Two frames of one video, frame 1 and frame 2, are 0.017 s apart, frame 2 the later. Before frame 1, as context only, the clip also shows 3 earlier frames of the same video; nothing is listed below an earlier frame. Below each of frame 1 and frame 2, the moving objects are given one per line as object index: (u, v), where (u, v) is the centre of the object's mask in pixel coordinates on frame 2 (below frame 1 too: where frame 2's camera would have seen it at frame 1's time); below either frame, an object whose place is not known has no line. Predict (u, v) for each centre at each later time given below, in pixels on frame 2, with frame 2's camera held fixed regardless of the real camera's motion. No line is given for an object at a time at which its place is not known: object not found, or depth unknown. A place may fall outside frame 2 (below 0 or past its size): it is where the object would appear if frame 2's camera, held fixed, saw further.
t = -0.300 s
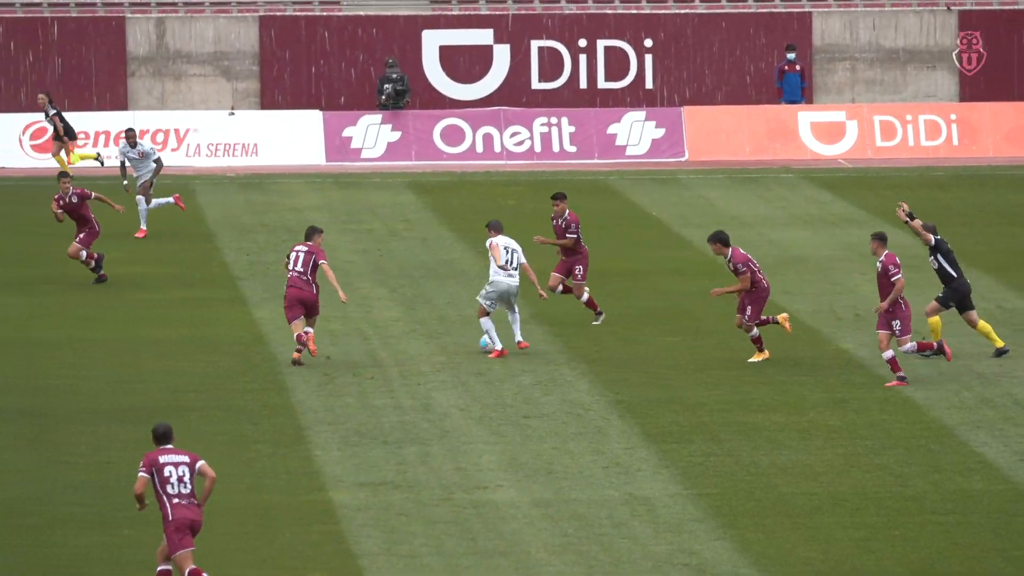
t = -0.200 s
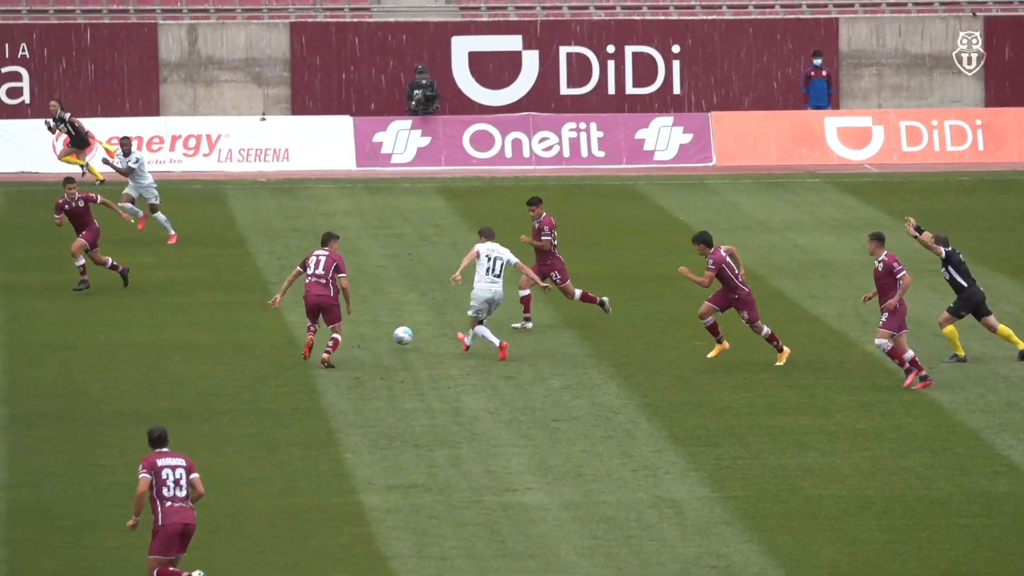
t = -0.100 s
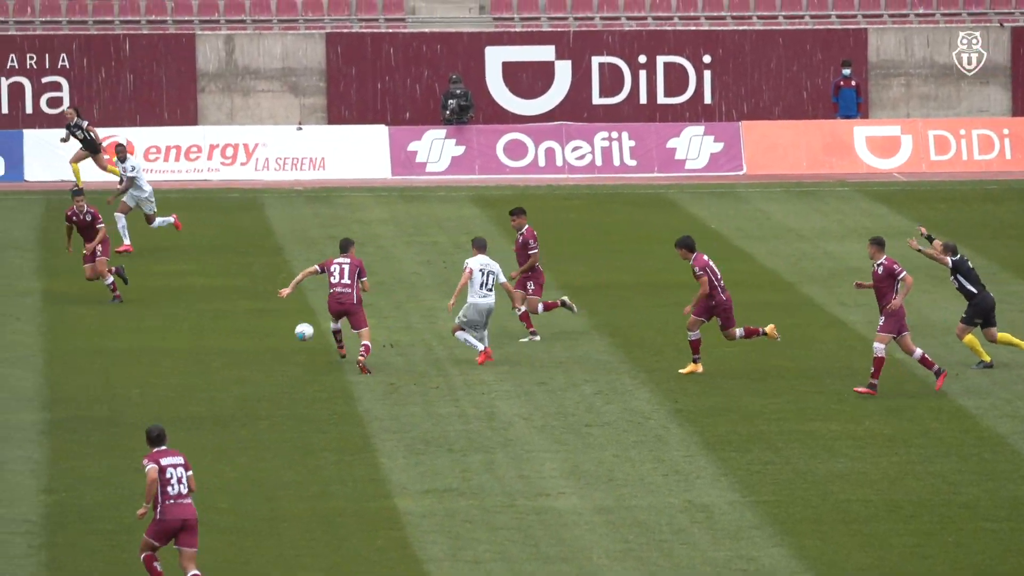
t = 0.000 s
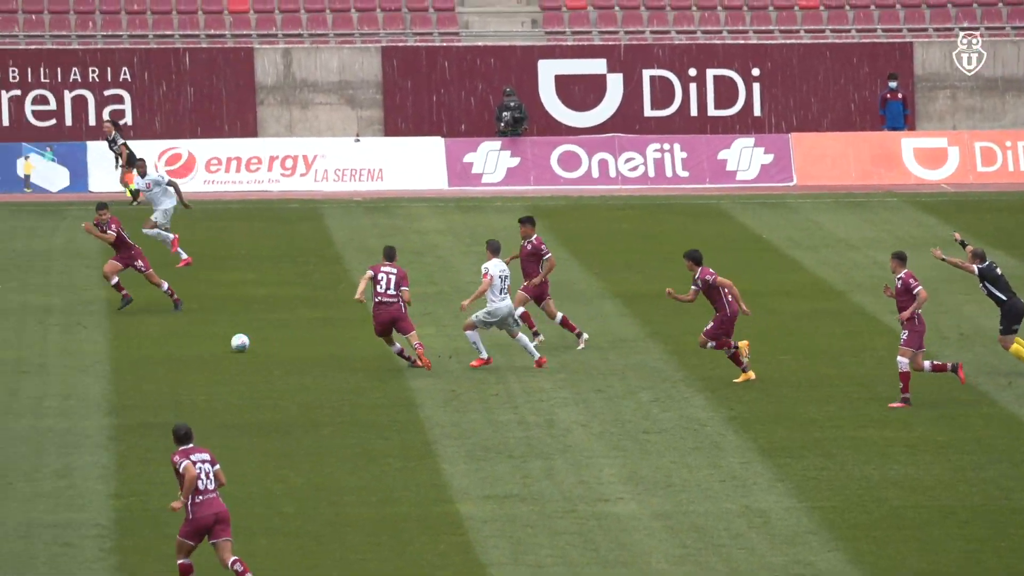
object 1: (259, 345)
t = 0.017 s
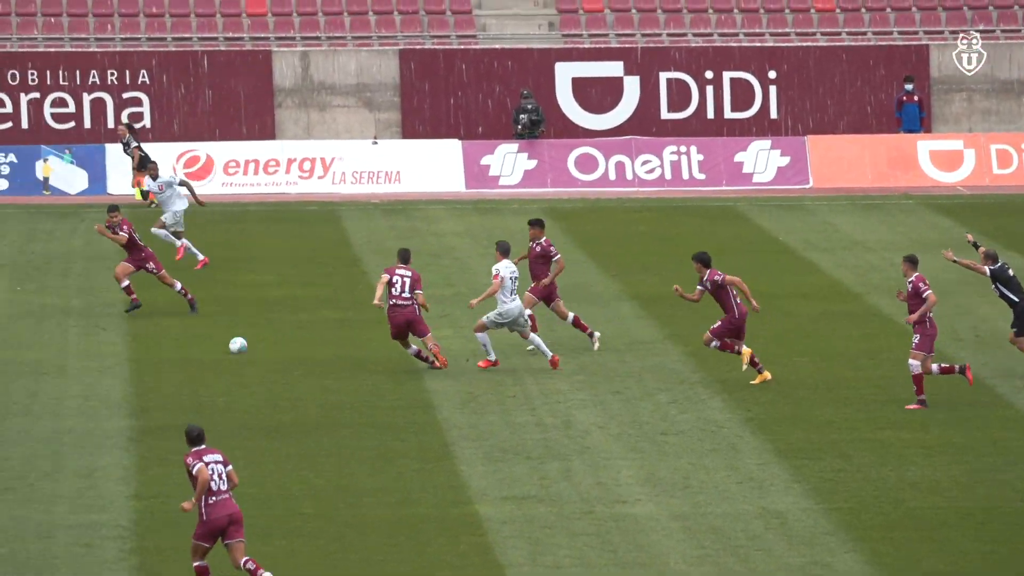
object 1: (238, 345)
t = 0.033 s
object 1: (218, 343)
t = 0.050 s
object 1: (198, 341)
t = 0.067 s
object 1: (179, 339)
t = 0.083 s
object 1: (160, 337)
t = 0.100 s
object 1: (141, 335)
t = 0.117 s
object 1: (122, 334)
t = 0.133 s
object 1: (103, 333)
